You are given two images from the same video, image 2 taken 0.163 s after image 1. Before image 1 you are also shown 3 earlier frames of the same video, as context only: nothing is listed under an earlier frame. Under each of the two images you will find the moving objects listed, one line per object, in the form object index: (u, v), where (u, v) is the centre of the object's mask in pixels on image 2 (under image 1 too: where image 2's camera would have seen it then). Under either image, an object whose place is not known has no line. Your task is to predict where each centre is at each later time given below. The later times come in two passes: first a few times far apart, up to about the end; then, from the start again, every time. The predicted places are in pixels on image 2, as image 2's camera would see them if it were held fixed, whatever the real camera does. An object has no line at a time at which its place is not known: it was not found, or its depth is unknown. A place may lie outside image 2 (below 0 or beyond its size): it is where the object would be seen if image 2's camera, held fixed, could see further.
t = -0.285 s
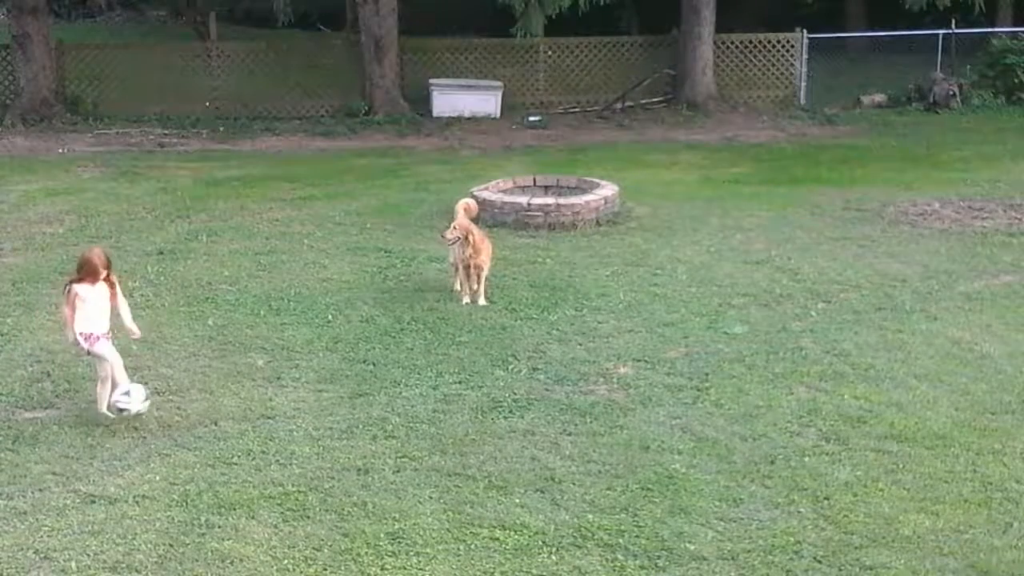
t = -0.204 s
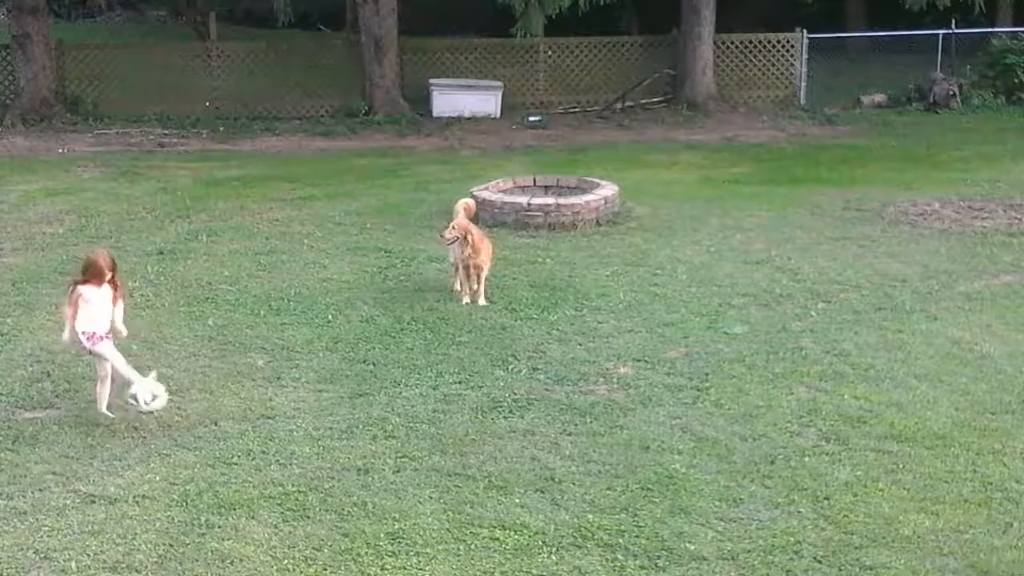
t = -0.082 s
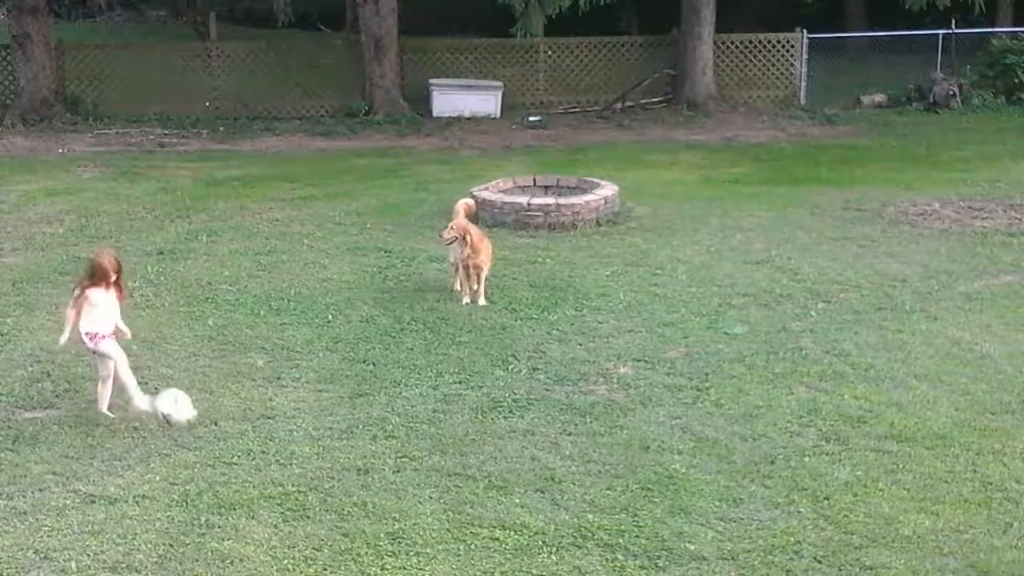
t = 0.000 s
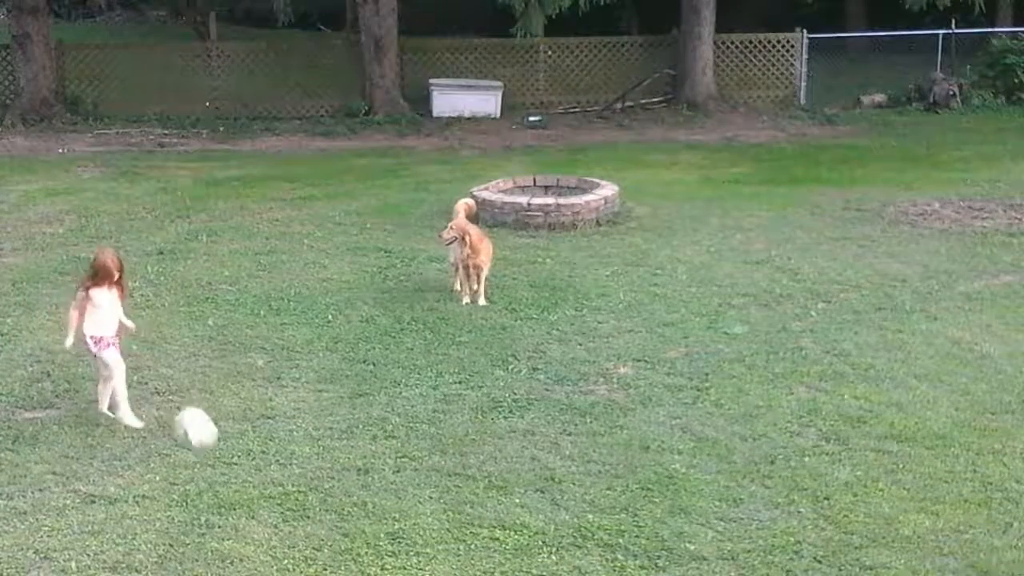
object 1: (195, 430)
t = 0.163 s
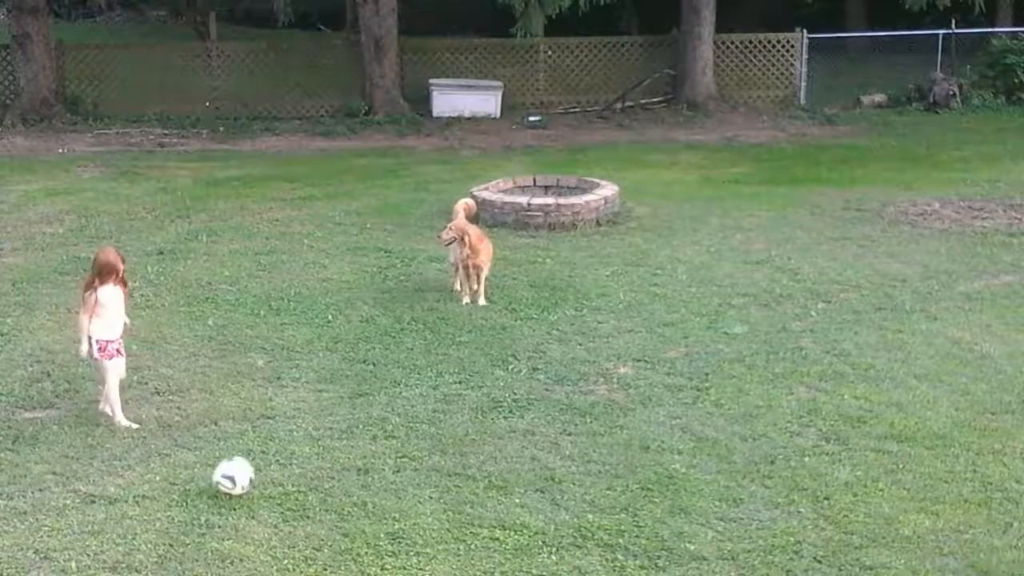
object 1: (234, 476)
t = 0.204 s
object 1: (239, 471)
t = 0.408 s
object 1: (270, 478)
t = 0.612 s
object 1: (306, 508)
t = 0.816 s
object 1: (344, 523)
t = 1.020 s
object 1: (375, 529)
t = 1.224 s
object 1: (399, 533)
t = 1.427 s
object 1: (417, 536)
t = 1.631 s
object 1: (432, 537)
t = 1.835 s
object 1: (437, 536)
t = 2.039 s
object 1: (436, 535)
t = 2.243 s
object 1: (432, 535)
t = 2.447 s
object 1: (431, 535)
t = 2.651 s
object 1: (431, 535)
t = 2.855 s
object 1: (431, 535)
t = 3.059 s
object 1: (431, 535)
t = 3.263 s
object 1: (431, 535)
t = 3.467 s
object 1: (431, 535)
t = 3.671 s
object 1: (431, 535)
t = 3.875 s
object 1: (431, 535)
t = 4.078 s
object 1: (431, 535)
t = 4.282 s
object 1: (431, 535)
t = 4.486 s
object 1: (431, 535)
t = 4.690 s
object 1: (431, 535)
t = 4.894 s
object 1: (431, 535)
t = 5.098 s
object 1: (431, 535)
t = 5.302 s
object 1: (431, 535)
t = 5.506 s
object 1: (431, 535)
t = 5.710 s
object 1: (431, 535)
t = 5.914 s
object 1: (431, 535)
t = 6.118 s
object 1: (431, 535)
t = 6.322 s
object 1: (431, 536)
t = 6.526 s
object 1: (431, 536)
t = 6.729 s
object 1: (431, 536)
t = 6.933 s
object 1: (431, 535)
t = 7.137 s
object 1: (431, 536)
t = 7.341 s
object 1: (431, 536)
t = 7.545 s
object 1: (431, 536)
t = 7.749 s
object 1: (431, 536)
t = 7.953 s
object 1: (431, 536)
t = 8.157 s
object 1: (431, 536)
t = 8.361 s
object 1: (431, 536)
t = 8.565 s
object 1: (431, 536)
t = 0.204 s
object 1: (239, 471)
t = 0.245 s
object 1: (245, 467)
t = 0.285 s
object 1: (251, 467)
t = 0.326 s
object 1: (257, 467)
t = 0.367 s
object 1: (263, 472)
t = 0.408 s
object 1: (270, 478)
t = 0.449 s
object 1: (277, 490)
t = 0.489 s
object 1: (283, 503)
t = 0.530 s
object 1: (291, 507)
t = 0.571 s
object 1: (299, 507)
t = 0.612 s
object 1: (306, 508)
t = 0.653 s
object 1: (314, 511)
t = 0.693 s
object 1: (322, 516)
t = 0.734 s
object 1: (329, 519)
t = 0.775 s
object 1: (336, 522)
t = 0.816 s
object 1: (344, 523)
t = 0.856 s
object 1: (351, 523)
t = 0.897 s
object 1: (357, 524)
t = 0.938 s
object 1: (363, 526)
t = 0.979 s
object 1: (369, 528)
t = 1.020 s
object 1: (375, 529)
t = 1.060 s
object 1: (381, 531)
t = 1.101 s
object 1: (386, 532)
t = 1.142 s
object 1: (391, 532)
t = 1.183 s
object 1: (395, 533)
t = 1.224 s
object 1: (399, 533)
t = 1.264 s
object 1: (403, 533)
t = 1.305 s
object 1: (407, 534)
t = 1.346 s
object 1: (410, 535)
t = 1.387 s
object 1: (414, 536)
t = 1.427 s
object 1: (417, 536)
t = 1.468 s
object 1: (421, 536)
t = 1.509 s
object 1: (424, 537)
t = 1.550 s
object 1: (427, 537)
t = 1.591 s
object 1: (430, 537)
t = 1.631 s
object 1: (432, 537)
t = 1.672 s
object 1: (434, 537)
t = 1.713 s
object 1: (435, 537)
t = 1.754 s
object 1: (436, 537)
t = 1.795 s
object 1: (437, 536)
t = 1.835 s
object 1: (437, 536)
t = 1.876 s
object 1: (437, 536)
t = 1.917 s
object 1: (436, 535)
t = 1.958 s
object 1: (436, 535)
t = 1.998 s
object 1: (436, 535)
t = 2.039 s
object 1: (436, 535)
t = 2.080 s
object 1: (435, 535)
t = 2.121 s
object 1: (434, 535)
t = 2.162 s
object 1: (433, 535)
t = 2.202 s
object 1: (432, 535)
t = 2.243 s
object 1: (432, 535)
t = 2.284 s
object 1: (432, 535)
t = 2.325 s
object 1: (431, 535)
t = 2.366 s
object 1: (431, 535)
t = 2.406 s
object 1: (431, 535)
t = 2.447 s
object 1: (431, 535)
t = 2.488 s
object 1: (431, 535)
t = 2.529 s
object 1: (431, 535)
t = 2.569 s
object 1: (431, 535)
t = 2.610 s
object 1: (431, 535)
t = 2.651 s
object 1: (431, 535)
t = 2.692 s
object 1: (431, 535)
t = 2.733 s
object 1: (431, 535)
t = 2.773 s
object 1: (431, 535)
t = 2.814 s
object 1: (431, 535)
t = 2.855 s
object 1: (431, 535)
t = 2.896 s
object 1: (431, 535)
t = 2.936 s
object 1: (431, 535)
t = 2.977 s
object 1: (431, 535)
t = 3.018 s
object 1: (431, 535)
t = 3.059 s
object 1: (431, 535)
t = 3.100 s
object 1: (431, 535)
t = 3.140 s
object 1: (431, 535)
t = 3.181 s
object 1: (431, 535)
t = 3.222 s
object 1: (431, 535)
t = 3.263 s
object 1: (431, 535)
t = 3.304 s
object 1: (431, 535)
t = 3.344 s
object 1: (431, 535)
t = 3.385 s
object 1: (431, 535)
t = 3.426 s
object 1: (431, 535)
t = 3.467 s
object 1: (431, 535)
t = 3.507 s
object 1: (431, 535)
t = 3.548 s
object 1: (431, 535)
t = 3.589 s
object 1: (431, 535)
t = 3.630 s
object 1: (431, 535)
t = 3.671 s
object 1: (431, 535)
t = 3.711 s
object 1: (431, 535)
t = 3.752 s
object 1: (431, 535)
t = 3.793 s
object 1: (431, 535)
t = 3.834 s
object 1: (431, 535)
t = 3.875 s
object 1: (431, 535)
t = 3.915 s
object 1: (431, 535)
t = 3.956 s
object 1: (431, 535)
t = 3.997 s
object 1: (431, 535)
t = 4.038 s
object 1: (431, 535)
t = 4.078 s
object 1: (431, 535)
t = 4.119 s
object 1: (431, 535)
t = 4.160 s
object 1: (431, 535)
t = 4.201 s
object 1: (431, 535)
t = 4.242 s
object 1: (431, 535)
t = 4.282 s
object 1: (431, 535)
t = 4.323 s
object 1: (431, 535)
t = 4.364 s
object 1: (431, 535)
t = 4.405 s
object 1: (431, 535)
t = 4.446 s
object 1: (431, 535)
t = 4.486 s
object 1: (431, 535)
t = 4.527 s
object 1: (431, 535)
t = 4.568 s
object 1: (431, 535)
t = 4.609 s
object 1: (431, 535)
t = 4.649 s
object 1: (431, 535)
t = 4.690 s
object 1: (431, 535)
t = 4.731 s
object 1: (431, 535)
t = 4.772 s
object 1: (431, 535)
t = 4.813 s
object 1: (431, 535)
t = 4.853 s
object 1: (431, 535)
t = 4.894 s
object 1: (431, 535)
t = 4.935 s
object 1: (431, 535)
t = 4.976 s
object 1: (431, 535)
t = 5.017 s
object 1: (431, 535)
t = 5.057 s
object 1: (431, 535)
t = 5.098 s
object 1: (431, 535)
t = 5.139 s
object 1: (431, 535)
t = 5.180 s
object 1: (431, 535)
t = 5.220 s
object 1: (431, 535)
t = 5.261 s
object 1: (431, 535)
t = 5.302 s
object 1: (431, 535)
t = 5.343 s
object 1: (431, 535)
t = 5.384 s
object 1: (431, 535)
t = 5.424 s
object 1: (431, 535)
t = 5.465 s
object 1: (431, 535)
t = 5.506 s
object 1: (431, 535)
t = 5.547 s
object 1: (431, 535)
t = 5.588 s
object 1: (431, 535)
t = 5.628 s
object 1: (431, 535)
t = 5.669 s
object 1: (431, 535)
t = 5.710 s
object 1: (431, 535)
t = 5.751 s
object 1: (431, 535)
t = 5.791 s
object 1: (431, 535)
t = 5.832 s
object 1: (431, 535)
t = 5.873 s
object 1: (431, 535)
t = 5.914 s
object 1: (431, 535)
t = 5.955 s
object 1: (431, 535)
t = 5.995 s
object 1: (431, 535)
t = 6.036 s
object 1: (431, 535)
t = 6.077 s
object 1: (431, 535)
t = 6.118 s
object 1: (431, 535)
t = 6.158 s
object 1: (431, 535)
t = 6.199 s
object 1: (431, 535)
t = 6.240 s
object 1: (431, 535)
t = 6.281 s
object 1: (431, 536)
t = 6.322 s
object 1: (431, 536)
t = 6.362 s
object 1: (431, 536)
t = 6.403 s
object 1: (431, 536)
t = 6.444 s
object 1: (431, 535)
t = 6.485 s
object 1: (431, 536)
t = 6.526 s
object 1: (431, 536)
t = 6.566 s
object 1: (431, 536)
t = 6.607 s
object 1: (431, 535)
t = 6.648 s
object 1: (431, 535)
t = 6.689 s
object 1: (431, 536)
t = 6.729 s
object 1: (431, 536)
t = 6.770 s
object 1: (431, 536)
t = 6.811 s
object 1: (431, 535)
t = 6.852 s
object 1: (431, 536)
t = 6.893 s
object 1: (431, 535)
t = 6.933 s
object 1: (431, 535)
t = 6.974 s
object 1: (431, 536)
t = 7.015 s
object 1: (431, 535)
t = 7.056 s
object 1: (431, 535)
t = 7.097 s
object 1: (431, 535)
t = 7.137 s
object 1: (431, 536)
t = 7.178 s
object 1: (431, 535)
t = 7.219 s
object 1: (431, 536)
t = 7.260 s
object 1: (431, 535)
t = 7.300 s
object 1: (431, 535)
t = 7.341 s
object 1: (431, 536)
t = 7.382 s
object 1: (431, 535)
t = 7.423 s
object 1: (431, 535)
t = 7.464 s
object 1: (431, 535)
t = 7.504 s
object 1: (431, 536)
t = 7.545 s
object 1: (431, 536)
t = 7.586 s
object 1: (431, 536)
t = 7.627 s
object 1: (431, 536)
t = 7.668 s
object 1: (431, 536)
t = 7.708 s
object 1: (431, 536)
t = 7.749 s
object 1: (431, 536)
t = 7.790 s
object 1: (431, 536)
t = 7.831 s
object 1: (431, 536)
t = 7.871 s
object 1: (431, 536)
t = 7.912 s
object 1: (431, 536)
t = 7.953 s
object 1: (431, 536)
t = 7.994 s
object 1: (431, 536)
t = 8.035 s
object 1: (431, 536)
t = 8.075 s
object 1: (431, 536)
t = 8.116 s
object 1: (431, 536)
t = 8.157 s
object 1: (431, 536)
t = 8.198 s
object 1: (431, 536)
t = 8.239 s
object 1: (431, 536)
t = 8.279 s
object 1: (431, 535)
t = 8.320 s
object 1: (431, 536)
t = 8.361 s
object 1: (431, 536)
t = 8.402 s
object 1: (431, 536)
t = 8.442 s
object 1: (431, 536)
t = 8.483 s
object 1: (431, 536)
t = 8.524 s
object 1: (431, 536)
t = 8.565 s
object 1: (431, 536)
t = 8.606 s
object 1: (431, 536)
